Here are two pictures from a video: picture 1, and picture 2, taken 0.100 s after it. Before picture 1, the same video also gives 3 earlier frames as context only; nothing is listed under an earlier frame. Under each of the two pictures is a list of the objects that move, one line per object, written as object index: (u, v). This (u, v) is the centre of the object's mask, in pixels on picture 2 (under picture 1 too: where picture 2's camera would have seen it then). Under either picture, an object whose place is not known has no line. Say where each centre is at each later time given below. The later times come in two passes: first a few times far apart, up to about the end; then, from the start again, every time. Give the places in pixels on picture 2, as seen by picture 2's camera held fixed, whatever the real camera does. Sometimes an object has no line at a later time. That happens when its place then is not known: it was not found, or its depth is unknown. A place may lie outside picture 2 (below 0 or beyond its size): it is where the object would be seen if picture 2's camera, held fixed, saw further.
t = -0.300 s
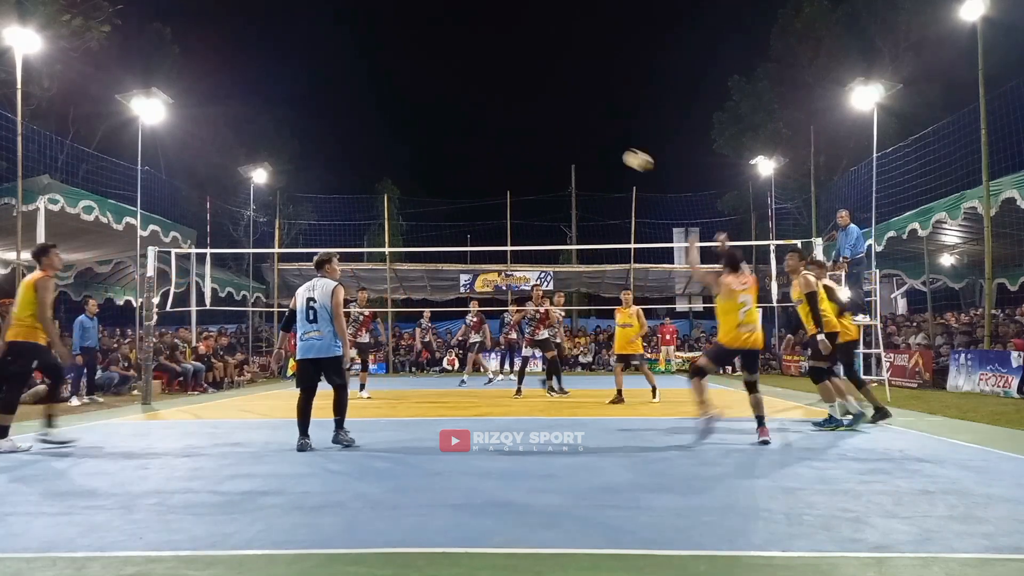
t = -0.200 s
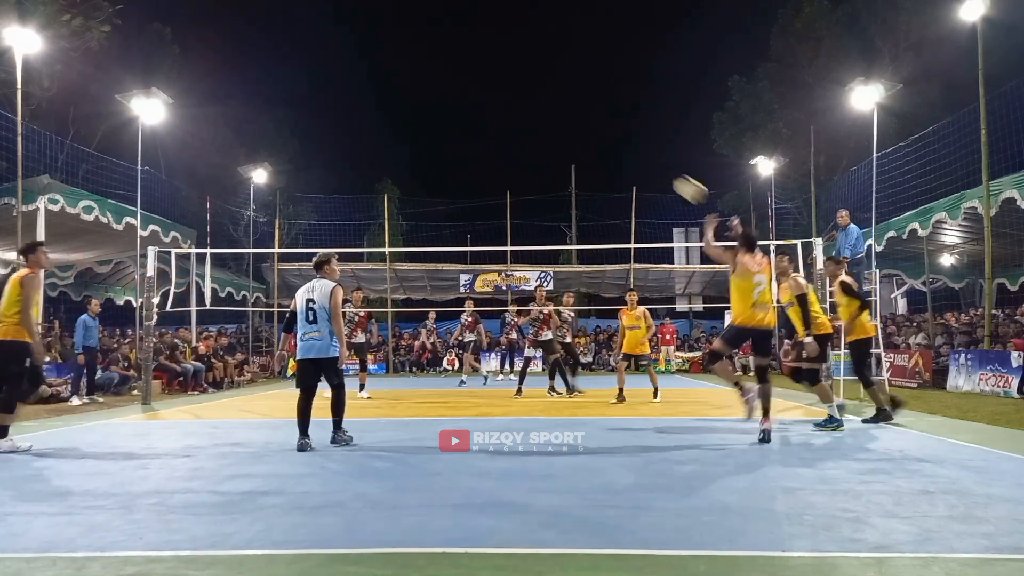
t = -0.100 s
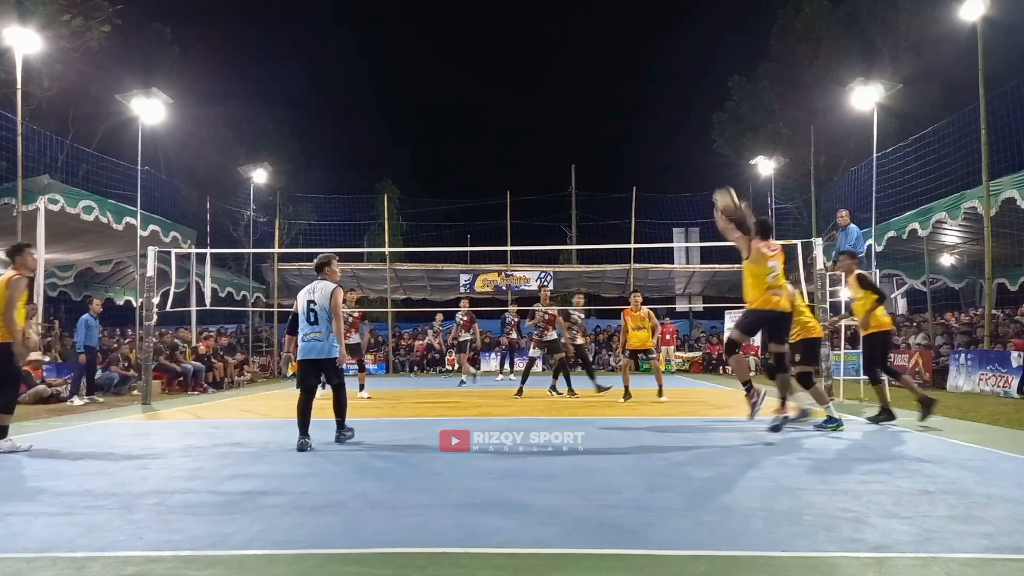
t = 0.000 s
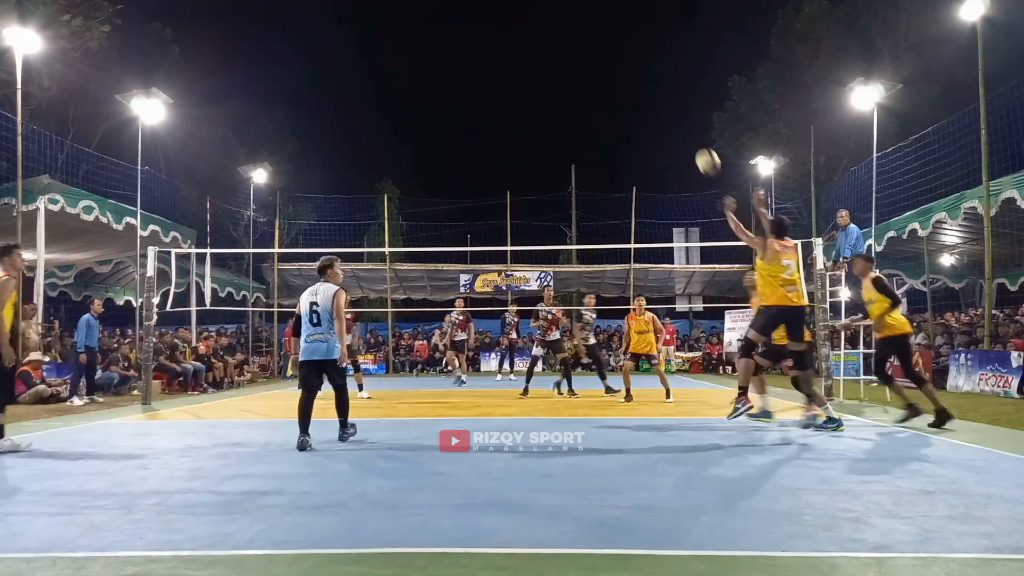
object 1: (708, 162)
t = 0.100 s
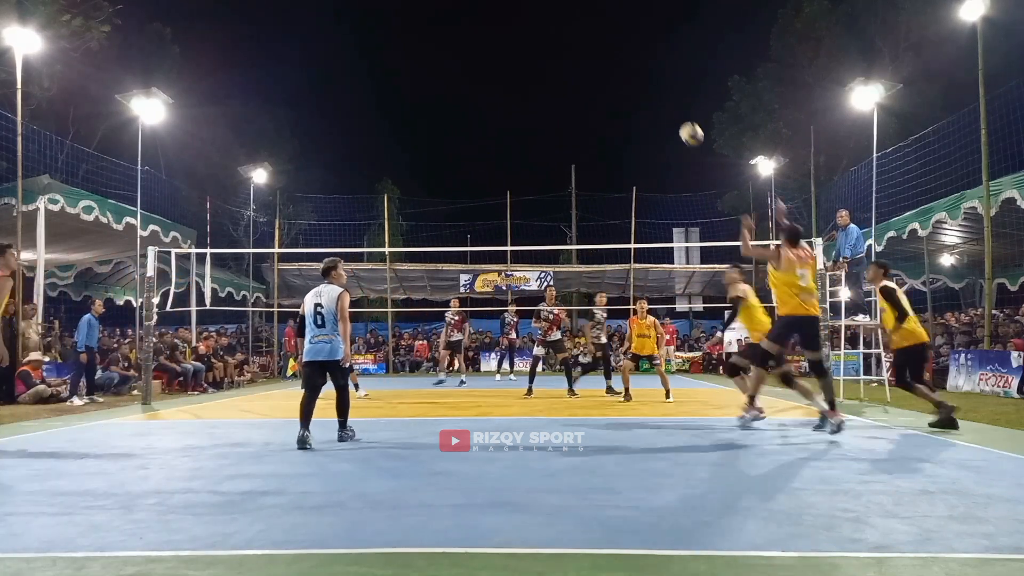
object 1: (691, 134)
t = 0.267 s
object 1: (667, 111)
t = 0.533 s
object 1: (636, 122)
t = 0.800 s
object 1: (612, 180)
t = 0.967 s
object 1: (599, 234)
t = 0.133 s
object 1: (686, 127)
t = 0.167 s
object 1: (681, 122)
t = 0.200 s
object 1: (676, 117)
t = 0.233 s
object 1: (672, 113)
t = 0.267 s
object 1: (667, 111)
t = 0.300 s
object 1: (663, 109)
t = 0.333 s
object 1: (659, 109)
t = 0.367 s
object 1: (655, 109)
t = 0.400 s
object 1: (651, 110)
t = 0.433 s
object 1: (647, 112)
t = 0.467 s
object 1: (643, 114)
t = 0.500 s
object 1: (639, 118)
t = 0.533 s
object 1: (636, 122)
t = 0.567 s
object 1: (633, 127)
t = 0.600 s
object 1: (629, 133)
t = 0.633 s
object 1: (626, 139)
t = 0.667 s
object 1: (623, 146)
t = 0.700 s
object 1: (620, 153)
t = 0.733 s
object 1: (617, 162)
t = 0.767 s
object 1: (614, 170)
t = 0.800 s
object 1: (612, 180)
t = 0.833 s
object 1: (609, 189)
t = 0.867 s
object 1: (606, 200)
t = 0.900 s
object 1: (604, 211)
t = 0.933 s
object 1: (602, 222)
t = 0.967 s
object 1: (599, 234)
